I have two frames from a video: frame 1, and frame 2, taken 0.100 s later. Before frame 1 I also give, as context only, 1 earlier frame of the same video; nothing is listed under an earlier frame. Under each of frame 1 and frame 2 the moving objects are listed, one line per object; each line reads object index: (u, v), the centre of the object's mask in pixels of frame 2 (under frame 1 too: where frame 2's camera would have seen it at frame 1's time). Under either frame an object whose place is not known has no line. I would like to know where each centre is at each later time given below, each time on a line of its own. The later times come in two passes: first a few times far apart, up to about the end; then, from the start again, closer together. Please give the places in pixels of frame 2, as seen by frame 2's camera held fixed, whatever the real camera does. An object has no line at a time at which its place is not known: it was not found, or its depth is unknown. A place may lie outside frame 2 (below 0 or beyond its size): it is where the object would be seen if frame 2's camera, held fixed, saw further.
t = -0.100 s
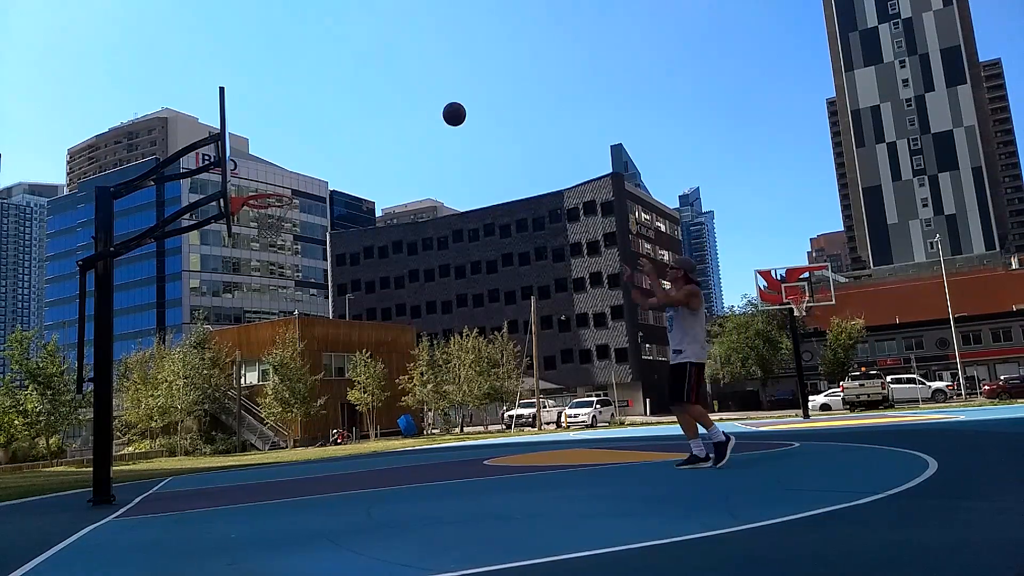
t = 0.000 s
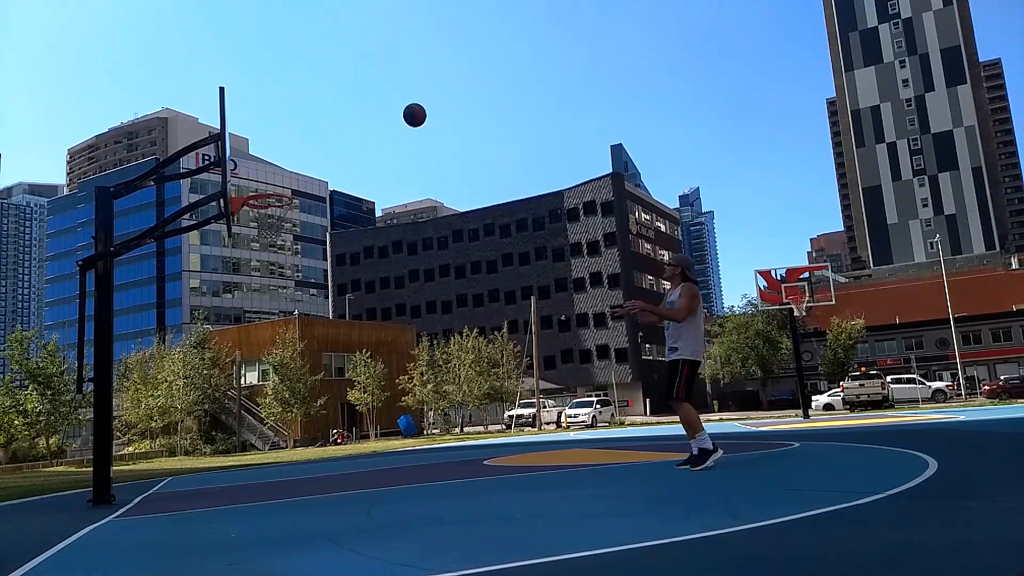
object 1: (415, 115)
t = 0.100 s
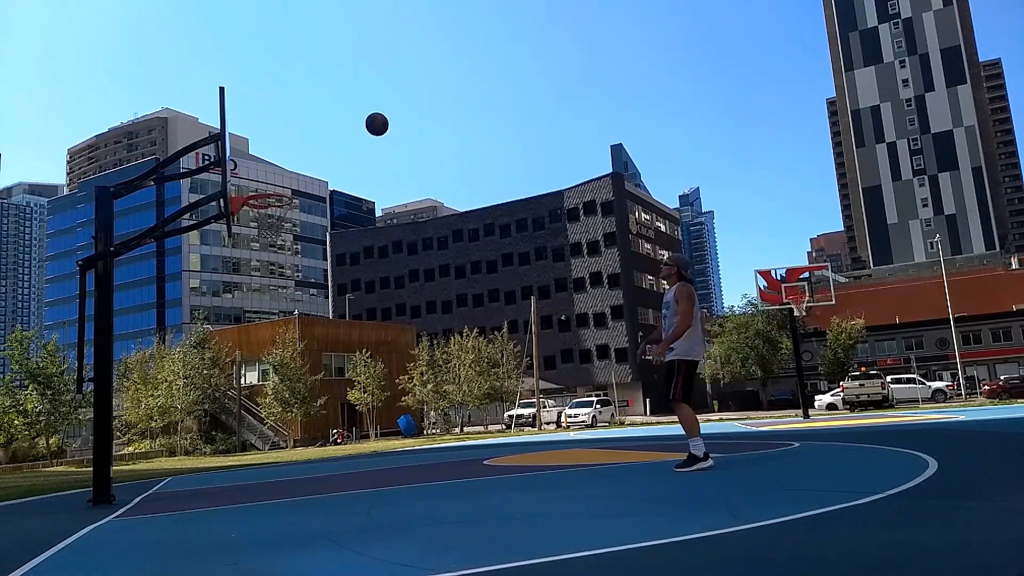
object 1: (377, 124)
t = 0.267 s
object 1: (312, 162)
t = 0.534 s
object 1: (275, 222)
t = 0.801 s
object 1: (286, 248)
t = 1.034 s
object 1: (292, 317)
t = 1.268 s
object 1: (298, 438)
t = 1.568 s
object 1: (287, 395)
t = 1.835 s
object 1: (273, 366)
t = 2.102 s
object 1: (258, 400)
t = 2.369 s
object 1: (247, 465)
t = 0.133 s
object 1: (365, 129)
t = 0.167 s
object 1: (347, 138)
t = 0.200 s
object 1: (341, 141)
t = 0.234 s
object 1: (323, 153)
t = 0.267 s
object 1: (312, 162)
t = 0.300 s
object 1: (306, 167)
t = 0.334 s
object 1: (289, 183)
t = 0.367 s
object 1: (279, 191)
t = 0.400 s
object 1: (274, 194)
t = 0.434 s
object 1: (260, 207)
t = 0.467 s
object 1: (263, 210)
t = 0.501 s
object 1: (266, 212)
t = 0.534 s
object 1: (275, 222)
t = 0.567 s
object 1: (278, 225)
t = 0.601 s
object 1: (281, 225)
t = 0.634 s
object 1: (281, 226)
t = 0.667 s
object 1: (283, 229)
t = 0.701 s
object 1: (283, 228)
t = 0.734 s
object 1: (284, 237)
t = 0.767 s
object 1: (285, 242)
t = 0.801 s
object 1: (286, 248)
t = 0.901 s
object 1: (289, 271)
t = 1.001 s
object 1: (291, 304)
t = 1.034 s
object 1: (292, 317)
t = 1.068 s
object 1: (293, 331)
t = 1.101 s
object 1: (293, 345)
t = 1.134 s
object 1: (295, 361)
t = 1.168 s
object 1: (296, 378)
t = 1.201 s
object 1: (296, 397)
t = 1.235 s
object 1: (297, 418)
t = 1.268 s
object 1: (298, 438)
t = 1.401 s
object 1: (296, 447)
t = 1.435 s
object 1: (293, 436)
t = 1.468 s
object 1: (292, 423)
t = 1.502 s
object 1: (291, 412)
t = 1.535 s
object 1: (288, 403)
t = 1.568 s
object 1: (287, 395)
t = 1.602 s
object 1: (285, 388)
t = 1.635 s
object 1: (283, 382)
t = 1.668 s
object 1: (281, 377)
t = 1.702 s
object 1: (280, 373)
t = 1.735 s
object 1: (278, 369)
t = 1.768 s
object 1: (276, 367)
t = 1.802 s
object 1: (275, 366)
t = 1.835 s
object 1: (273, 366)
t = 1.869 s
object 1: (271, 367)
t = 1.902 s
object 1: (269, 369)
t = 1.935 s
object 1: (268, 372)
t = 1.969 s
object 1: (266, 376)
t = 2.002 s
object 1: (265, 381)
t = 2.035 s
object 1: (263, 387)
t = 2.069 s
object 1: (260, 394)
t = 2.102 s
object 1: (258, 400)
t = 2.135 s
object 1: (257, 411)
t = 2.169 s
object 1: (256, 422)
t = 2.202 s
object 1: (254, 432)
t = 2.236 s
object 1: (253, 445)
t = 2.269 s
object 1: (251, 458)
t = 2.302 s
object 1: (249, 473)
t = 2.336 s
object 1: (248, 476)
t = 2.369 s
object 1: (247, 465)
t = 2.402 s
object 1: (246, 456)
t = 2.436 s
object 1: (244, 445)
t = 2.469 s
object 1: (244, 442)
